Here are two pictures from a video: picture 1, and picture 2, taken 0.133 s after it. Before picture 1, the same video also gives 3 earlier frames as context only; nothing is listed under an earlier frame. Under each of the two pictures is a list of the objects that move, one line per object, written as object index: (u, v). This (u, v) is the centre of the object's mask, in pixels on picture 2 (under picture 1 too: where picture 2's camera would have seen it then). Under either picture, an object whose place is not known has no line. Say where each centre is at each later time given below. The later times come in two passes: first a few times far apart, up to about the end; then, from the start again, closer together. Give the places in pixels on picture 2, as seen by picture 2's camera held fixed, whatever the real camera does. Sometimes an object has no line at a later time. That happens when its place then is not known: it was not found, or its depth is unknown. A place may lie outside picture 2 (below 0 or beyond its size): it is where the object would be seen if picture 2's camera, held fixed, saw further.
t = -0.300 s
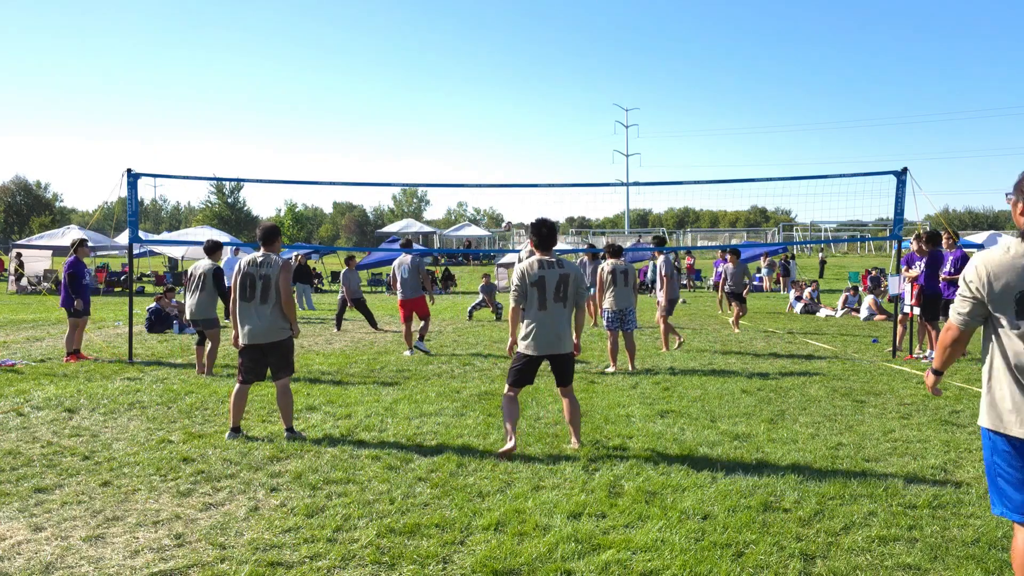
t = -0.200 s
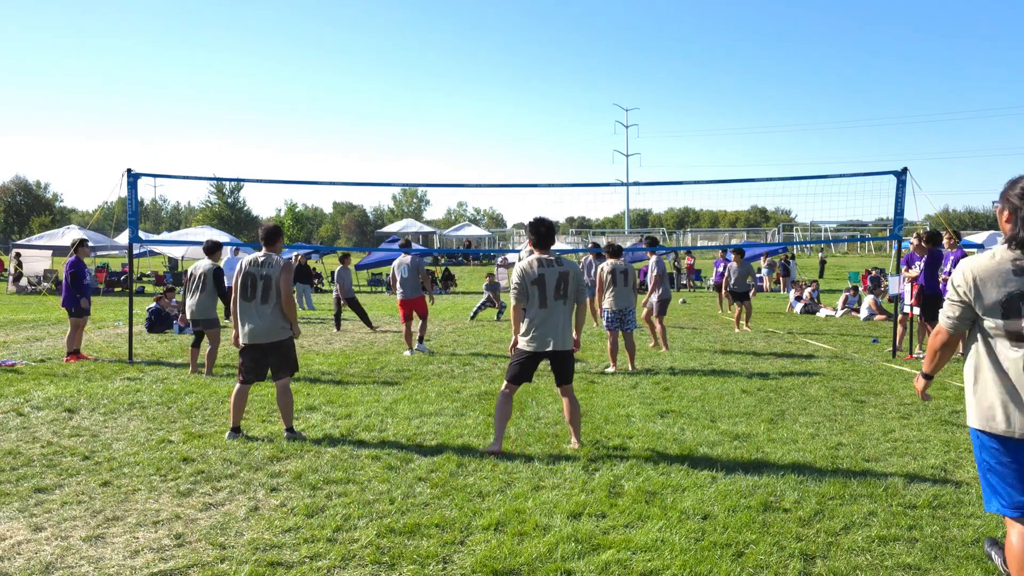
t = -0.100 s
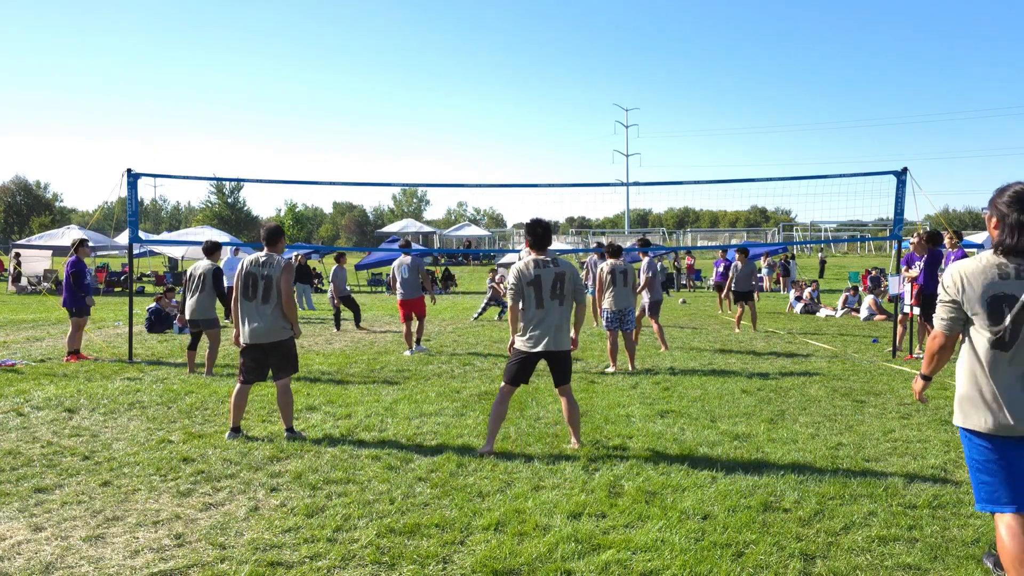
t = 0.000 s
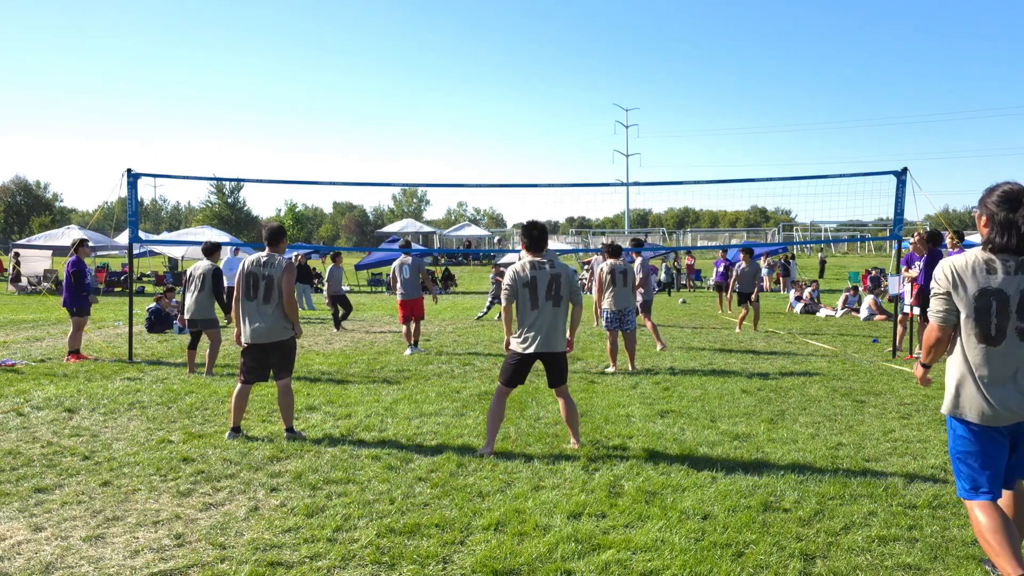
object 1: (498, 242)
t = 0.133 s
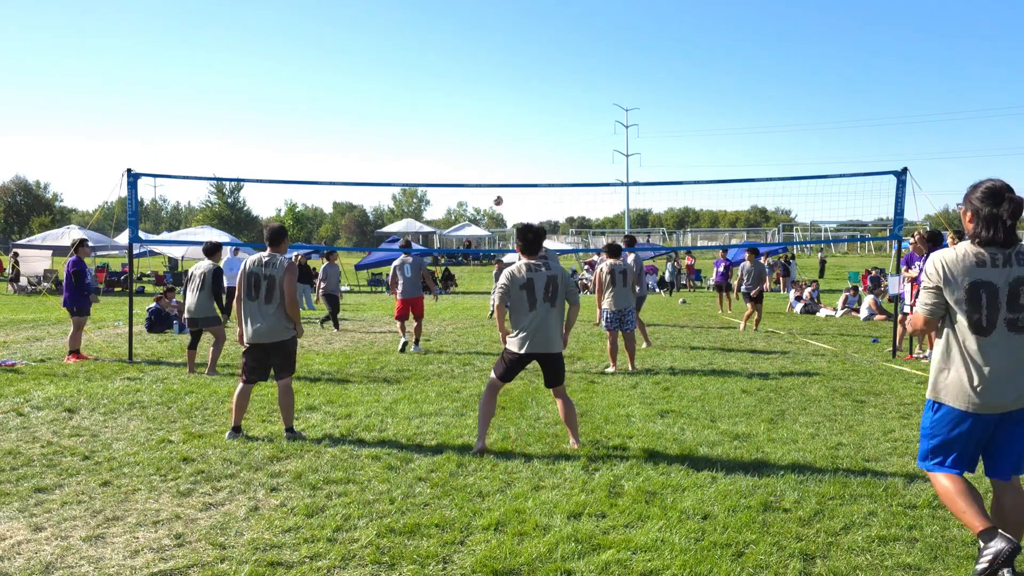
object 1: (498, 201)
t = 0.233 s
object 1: (496, 171)
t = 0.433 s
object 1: (492, 123)
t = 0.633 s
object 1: (488, 94)
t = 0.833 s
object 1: (482, 86)
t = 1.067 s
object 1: (476, 108)
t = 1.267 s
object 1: (471, 155)
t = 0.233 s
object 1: (496, 171)
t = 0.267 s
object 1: (496, 162)
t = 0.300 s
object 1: (495, 153)
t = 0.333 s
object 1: (494, 145)
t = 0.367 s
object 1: (494, 137)
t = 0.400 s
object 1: (493, 130)
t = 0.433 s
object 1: (492, 123)
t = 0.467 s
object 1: (492, 117)
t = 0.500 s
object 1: (491, 111)
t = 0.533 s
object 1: (490, 106)
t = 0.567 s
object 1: (489, 102)
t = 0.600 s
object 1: (488, 97)
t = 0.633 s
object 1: (488, 94)
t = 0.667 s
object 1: (487, 91)
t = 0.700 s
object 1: (486, 89)
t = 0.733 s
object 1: (485, 87)
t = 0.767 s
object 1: (484, 86)
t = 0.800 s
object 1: (483, 86)
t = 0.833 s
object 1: (482, 86)
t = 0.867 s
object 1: (481, 87)
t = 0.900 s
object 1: (480, 89)
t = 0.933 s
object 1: (479, 91)
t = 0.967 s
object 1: (478, 94)
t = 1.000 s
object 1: (477, 98)
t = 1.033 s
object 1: (477, 103)
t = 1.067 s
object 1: (476, 108)
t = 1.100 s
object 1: (475, 113)
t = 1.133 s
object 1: (474, 120)
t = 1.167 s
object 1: (473, 128)
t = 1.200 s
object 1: (473, 136)
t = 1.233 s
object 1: (472, 145)
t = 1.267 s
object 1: (471, 155)
